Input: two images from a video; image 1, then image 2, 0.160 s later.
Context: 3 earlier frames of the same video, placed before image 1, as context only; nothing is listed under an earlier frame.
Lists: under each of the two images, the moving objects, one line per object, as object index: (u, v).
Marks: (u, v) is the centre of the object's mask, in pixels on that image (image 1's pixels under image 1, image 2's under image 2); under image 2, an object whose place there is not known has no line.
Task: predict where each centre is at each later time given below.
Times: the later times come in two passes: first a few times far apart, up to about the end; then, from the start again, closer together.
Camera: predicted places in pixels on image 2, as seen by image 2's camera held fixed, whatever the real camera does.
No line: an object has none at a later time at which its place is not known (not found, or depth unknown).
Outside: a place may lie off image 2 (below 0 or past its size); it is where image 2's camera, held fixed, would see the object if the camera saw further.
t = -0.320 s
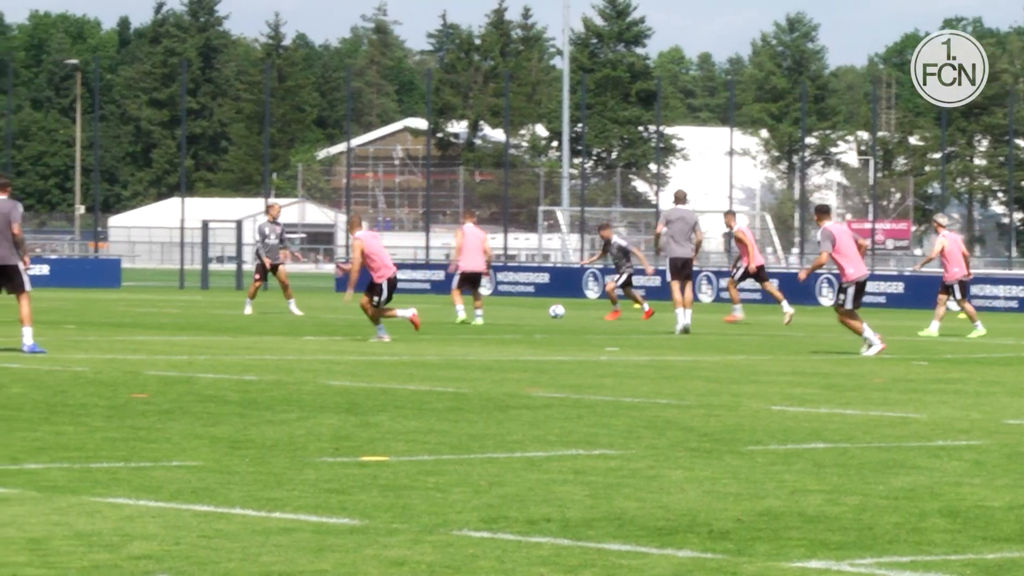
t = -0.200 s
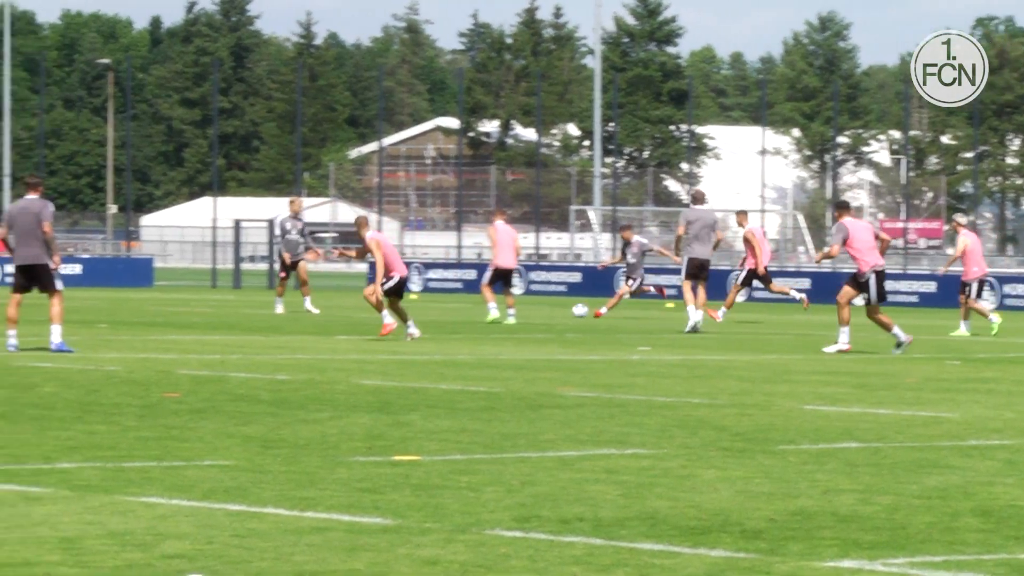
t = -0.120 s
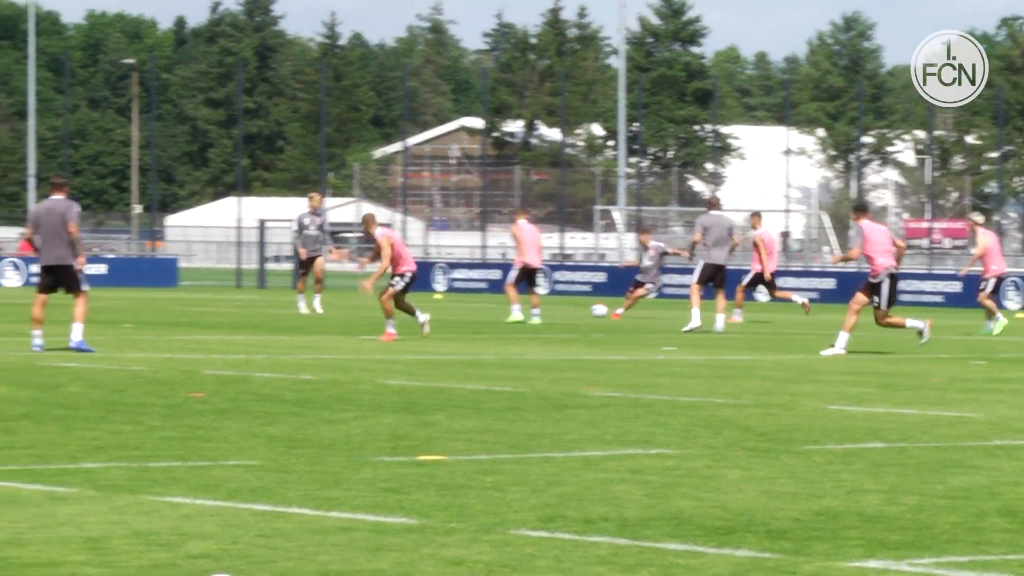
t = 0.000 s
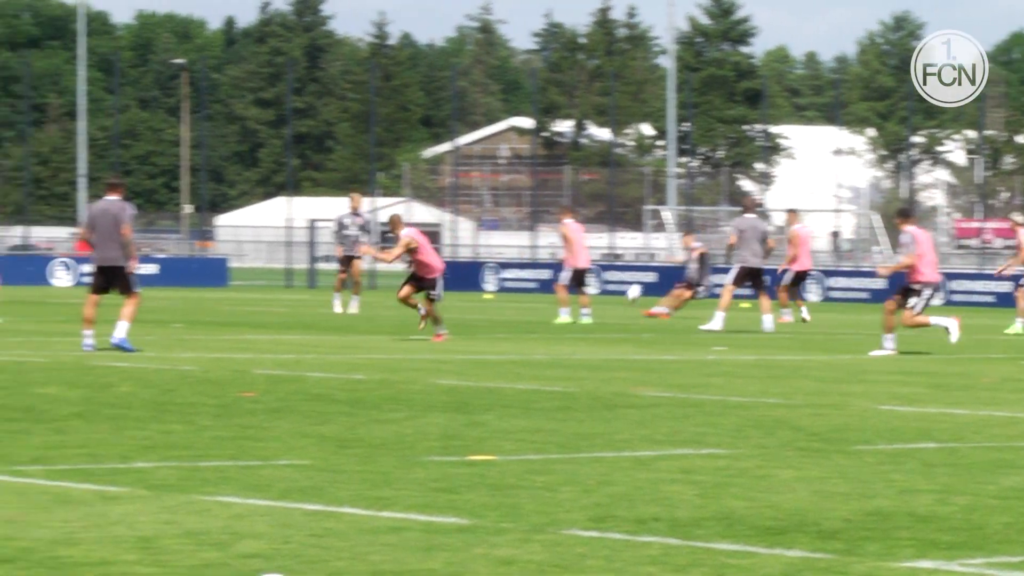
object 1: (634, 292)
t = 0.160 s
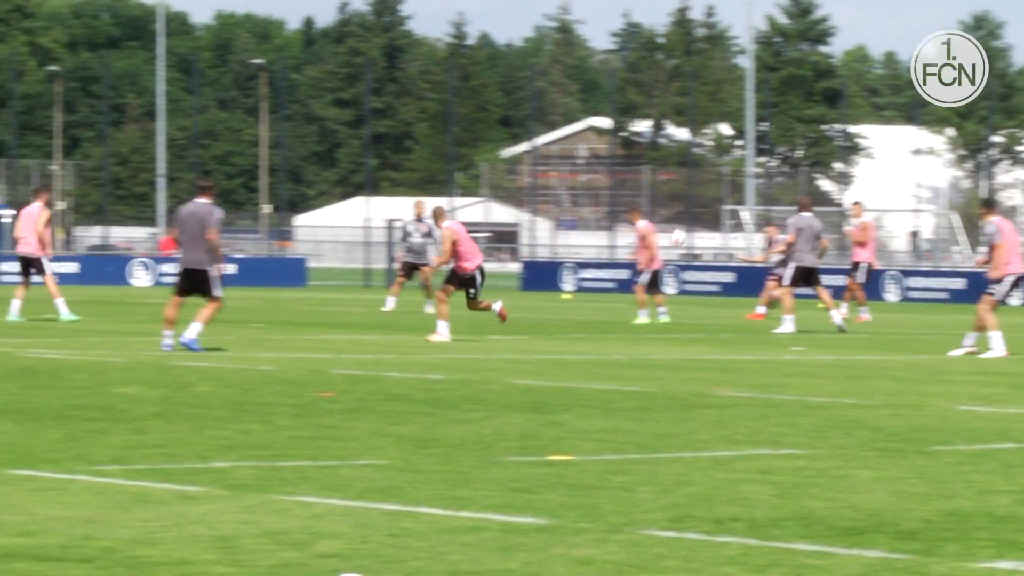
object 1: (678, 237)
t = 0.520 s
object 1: (604, 129)
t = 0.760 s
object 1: (549, 80)
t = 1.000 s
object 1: (492, 56)
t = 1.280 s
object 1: (419, 66)
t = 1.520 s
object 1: (348, 114)
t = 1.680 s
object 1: (294, 171)
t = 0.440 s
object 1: (621, 151)
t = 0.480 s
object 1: (612, 140)
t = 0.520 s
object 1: (604, 129)
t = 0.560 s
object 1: (594, 120)
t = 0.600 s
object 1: (585, 110)
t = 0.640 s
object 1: (576, 102)
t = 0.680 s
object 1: (567, 94)
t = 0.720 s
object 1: (558, 86)
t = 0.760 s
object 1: (549, 80)
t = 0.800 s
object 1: (540, 73)
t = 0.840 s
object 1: (530, 69)
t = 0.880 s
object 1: (521, 64)
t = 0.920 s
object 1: (512, 61)
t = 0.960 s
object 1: (502, 57)
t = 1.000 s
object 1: (492, 56)
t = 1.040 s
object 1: (482, 54)
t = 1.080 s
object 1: (472, 54)
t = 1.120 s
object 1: (462, 55)
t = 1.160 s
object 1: (451, 57)
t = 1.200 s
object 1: (441, 59)
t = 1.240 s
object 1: (430, 61)
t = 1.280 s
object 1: (419, 66)
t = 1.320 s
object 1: (408, 71)
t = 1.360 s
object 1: (397, 77)
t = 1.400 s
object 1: (385, 84)
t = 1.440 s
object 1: (373, 93)
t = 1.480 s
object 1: (360, 103)
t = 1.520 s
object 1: (348, 114)
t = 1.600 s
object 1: (321, 141)
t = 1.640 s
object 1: (307, 156)
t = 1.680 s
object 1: (294, 171)
